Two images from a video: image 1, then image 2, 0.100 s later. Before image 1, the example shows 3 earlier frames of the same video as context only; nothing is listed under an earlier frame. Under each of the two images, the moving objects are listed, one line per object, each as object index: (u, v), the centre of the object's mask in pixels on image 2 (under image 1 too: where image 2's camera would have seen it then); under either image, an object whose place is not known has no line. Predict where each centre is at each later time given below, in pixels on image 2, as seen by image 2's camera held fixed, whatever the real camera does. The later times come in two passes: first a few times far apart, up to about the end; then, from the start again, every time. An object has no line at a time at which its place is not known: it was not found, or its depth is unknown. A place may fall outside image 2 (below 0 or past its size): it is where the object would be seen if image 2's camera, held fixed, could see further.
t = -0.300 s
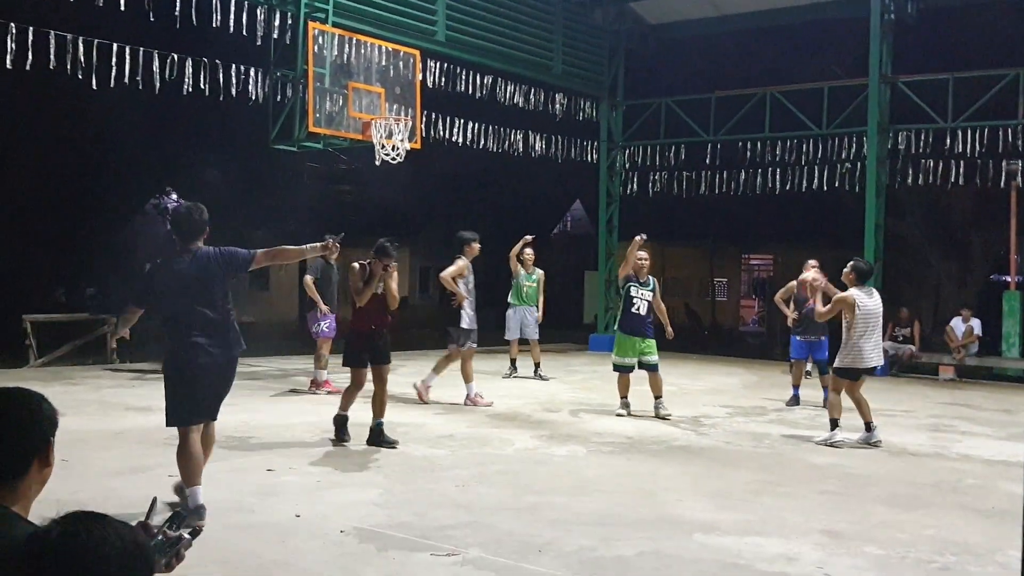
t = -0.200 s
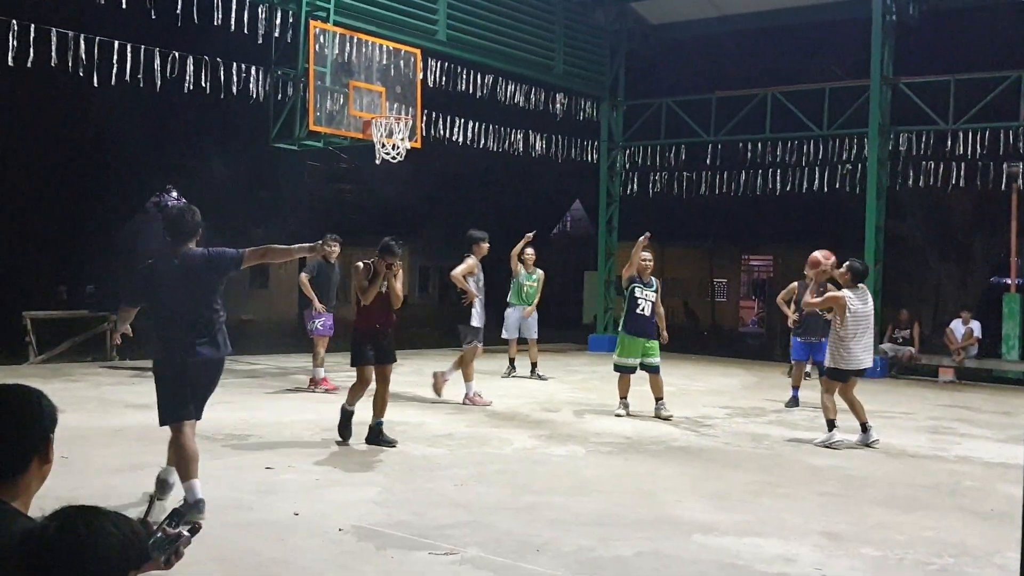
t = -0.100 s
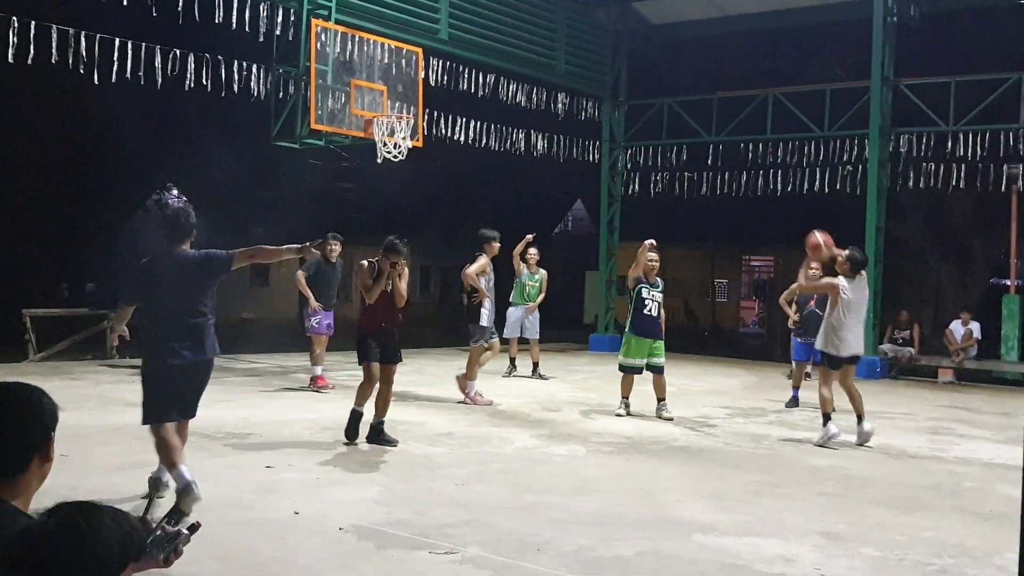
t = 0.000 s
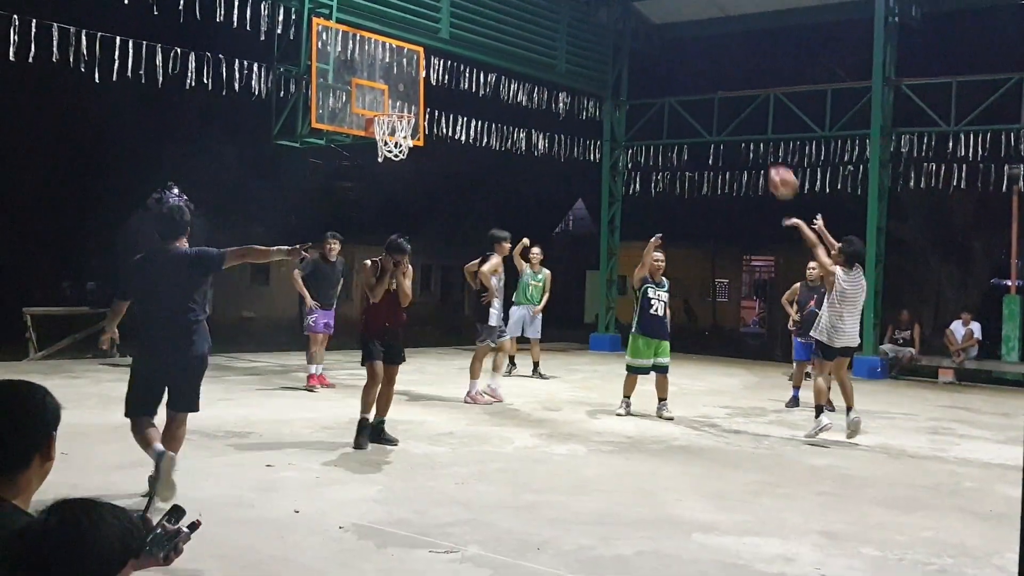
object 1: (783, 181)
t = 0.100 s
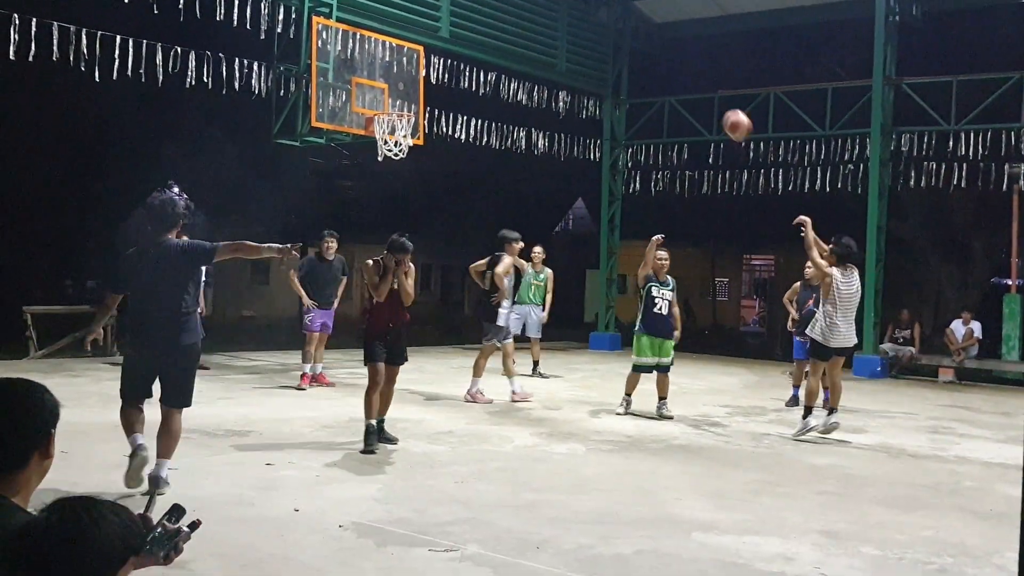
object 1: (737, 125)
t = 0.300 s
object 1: (653, 53)
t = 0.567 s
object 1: (553, 25)
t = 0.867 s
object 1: (454, 70)
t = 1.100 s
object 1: (452, 111)
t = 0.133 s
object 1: (722, 109)
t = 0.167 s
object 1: (708, 95)
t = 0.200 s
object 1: (694, 82)
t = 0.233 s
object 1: (680, 71)
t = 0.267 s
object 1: (666, 61)
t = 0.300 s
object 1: (653, 53)
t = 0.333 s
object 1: (639, 45)
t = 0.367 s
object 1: (626, 39)
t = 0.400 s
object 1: (613, 34)
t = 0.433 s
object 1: (601, 30)
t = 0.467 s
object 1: (588, 27)
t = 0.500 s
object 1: (576, 25)
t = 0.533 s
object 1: (565, 24)
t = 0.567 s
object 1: (553, 25)
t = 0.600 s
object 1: (541, 26)
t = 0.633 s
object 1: (529, 28)
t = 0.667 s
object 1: (517, 31)
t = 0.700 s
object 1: (507, 35)
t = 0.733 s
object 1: (496, 40)
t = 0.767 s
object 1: (486, 46)
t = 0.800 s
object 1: (475, 53)
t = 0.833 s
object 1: (464, 61)
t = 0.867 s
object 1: (454, 70)
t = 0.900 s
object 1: (444, 80)
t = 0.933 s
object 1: (435, 89)
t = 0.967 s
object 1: (425, 100)
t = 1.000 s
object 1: (418, 109)
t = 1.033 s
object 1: (430, 109)
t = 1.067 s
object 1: (440, 109)
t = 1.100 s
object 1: (452, 111)
